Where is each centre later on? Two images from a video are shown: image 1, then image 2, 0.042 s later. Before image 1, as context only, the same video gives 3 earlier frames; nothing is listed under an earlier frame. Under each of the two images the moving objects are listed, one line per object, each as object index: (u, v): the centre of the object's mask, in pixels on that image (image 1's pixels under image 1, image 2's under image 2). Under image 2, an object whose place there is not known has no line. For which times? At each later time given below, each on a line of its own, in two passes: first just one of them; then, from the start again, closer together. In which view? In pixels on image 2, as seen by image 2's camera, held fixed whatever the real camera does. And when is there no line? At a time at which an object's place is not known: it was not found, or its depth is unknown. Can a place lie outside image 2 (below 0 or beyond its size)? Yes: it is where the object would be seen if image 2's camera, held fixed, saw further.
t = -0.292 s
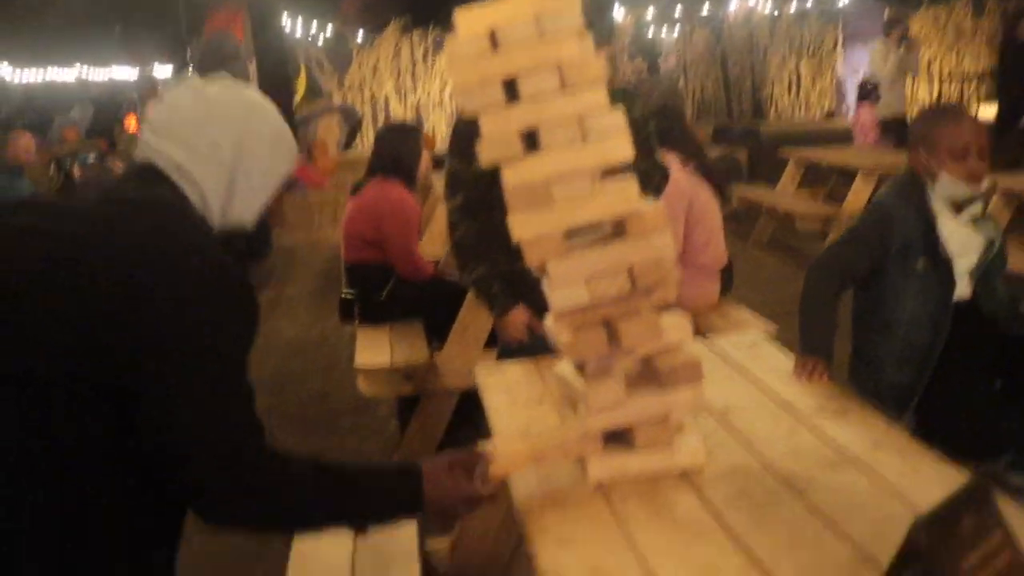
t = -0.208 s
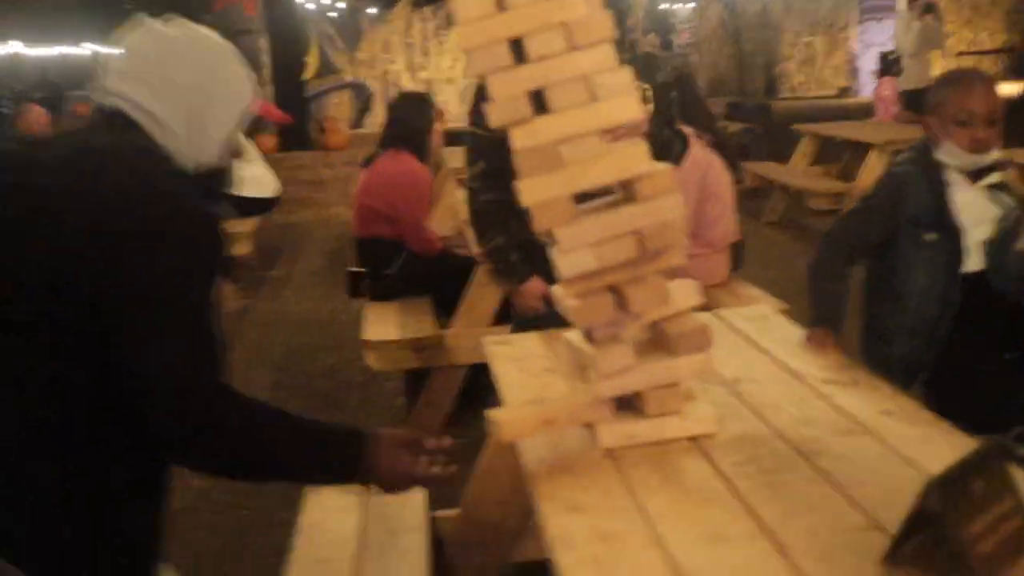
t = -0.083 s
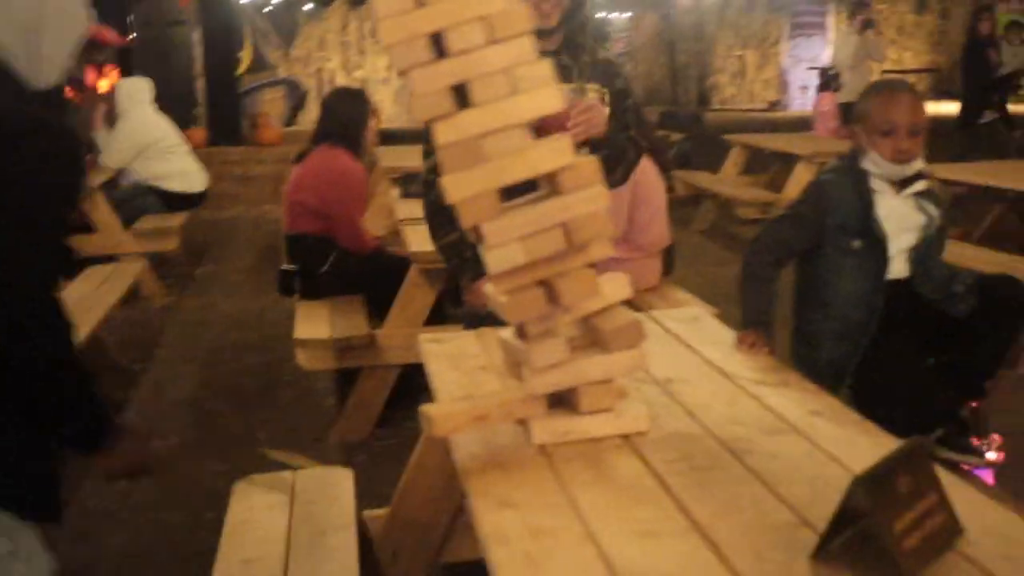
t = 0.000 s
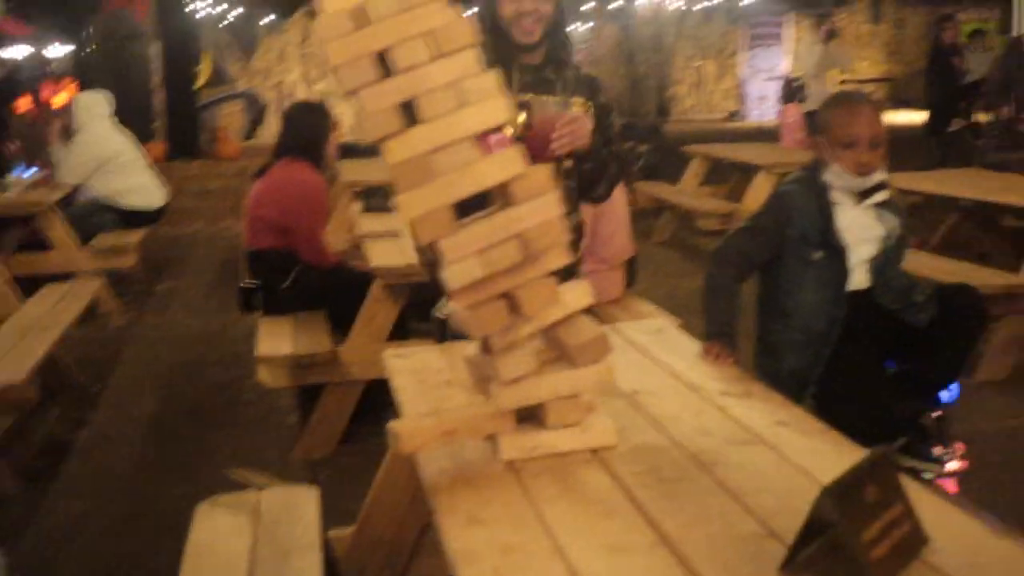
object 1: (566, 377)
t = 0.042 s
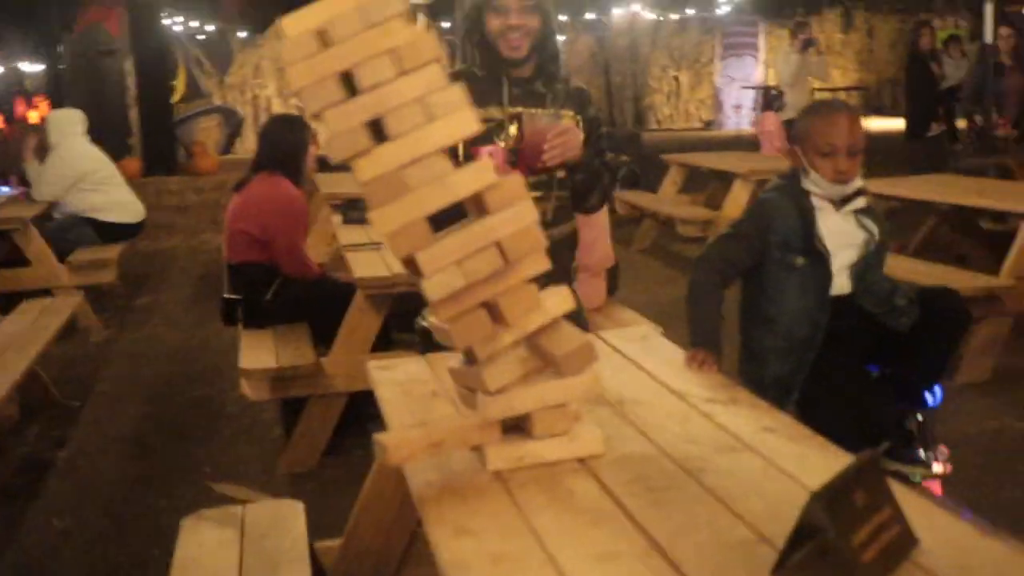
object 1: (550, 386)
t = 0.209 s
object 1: (552, 384)
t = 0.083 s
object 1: (550, 387)
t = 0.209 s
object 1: (552, 384)
